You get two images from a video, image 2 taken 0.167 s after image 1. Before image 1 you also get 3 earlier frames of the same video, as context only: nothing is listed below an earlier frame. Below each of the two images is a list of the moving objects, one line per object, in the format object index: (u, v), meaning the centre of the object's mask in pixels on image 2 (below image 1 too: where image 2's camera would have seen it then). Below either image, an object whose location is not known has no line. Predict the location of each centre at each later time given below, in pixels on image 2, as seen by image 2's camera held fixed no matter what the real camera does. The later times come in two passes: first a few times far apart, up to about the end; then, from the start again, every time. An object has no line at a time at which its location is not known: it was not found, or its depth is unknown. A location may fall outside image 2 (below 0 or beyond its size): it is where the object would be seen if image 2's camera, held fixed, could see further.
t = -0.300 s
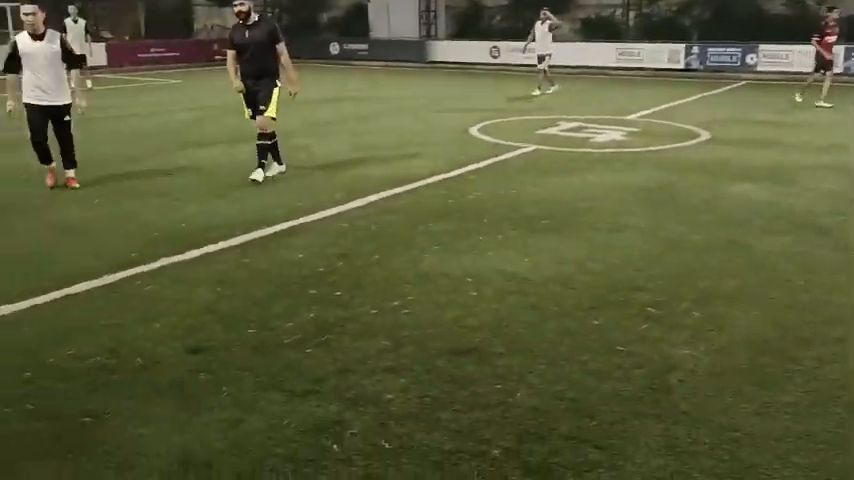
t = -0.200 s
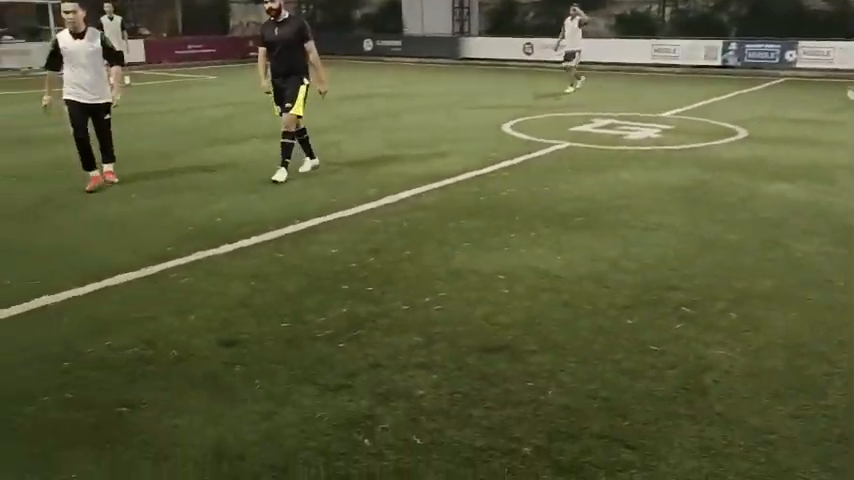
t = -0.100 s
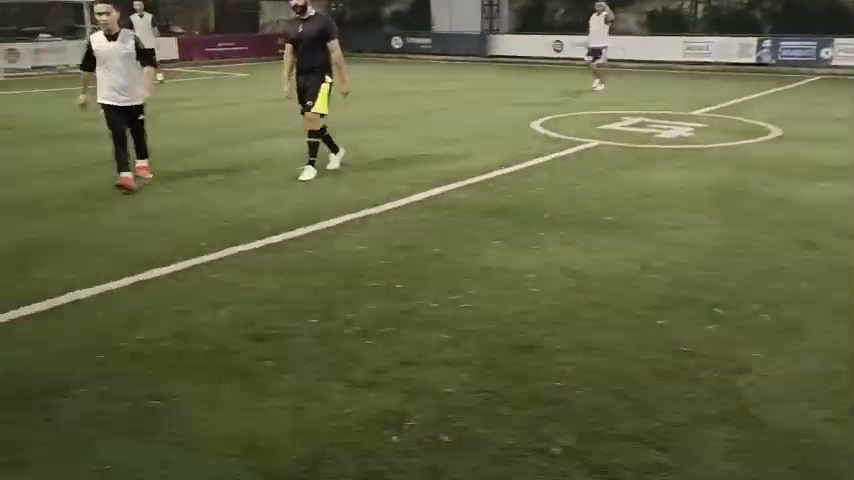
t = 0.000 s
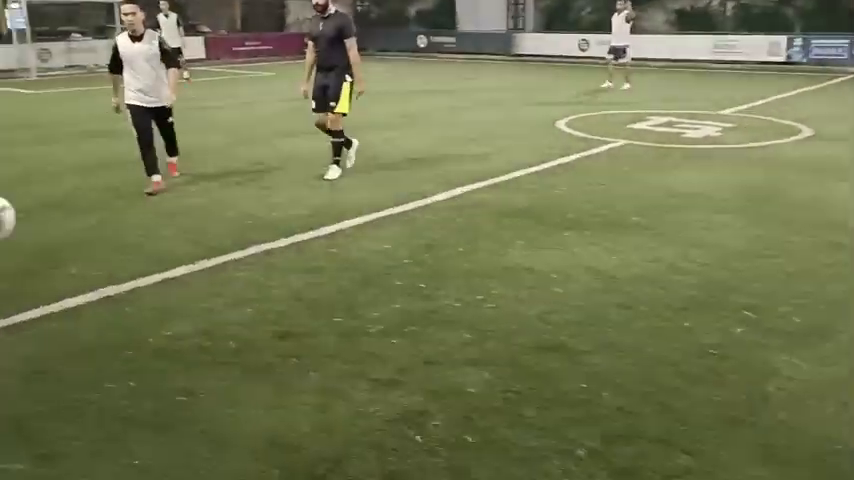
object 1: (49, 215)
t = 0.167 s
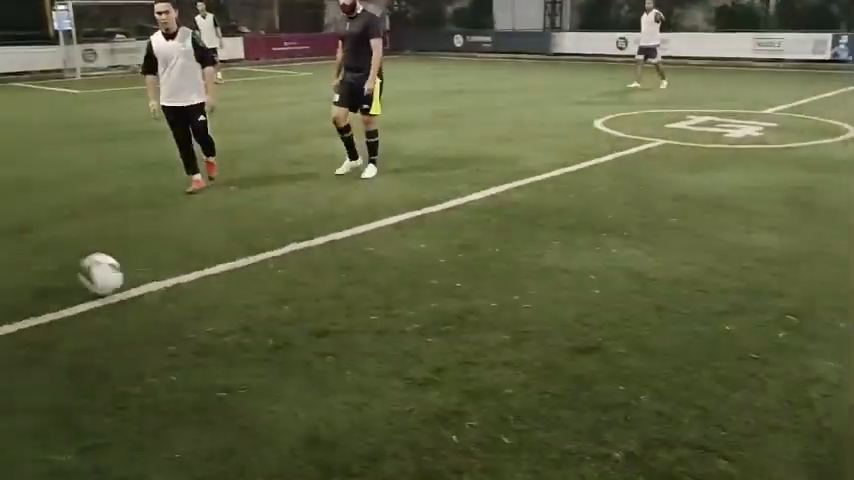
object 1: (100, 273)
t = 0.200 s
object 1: (103, 270)
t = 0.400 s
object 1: (72, 216)
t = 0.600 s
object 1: (49, 224)
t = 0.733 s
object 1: (39, 240)
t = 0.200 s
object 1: (103, 270)
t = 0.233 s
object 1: (97, 255)
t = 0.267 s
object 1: (92, 245)
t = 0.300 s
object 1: (88, 234)
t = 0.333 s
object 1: (81, 226)
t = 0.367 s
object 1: (76, 221)
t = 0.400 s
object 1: (72, 216)
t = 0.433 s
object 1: (67, 212)
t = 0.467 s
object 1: (63, 211)
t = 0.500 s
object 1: (59, 212)
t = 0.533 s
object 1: (56, 215)
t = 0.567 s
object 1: (52, 218)
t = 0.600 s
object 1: (49, 224)
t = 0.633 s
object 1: (46, 230)
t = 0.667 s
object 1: (44, 239)
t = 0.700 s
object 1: (41, 249)
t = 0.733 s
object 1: (39, 240)
